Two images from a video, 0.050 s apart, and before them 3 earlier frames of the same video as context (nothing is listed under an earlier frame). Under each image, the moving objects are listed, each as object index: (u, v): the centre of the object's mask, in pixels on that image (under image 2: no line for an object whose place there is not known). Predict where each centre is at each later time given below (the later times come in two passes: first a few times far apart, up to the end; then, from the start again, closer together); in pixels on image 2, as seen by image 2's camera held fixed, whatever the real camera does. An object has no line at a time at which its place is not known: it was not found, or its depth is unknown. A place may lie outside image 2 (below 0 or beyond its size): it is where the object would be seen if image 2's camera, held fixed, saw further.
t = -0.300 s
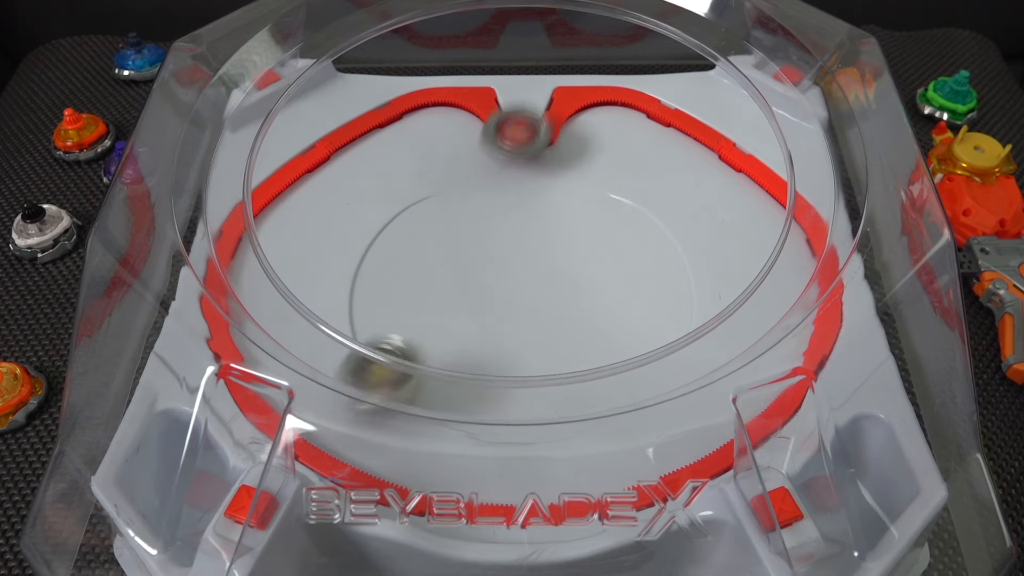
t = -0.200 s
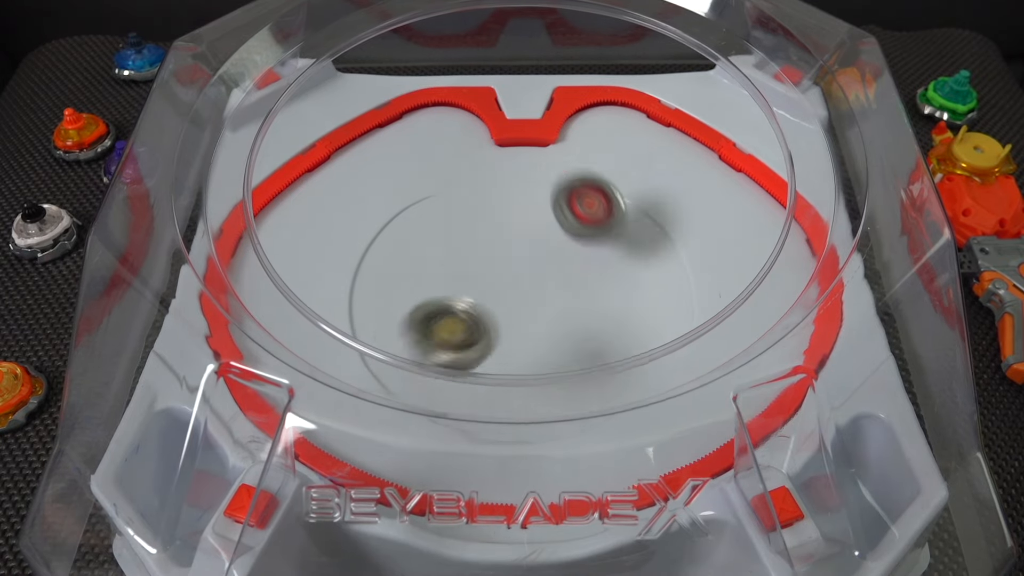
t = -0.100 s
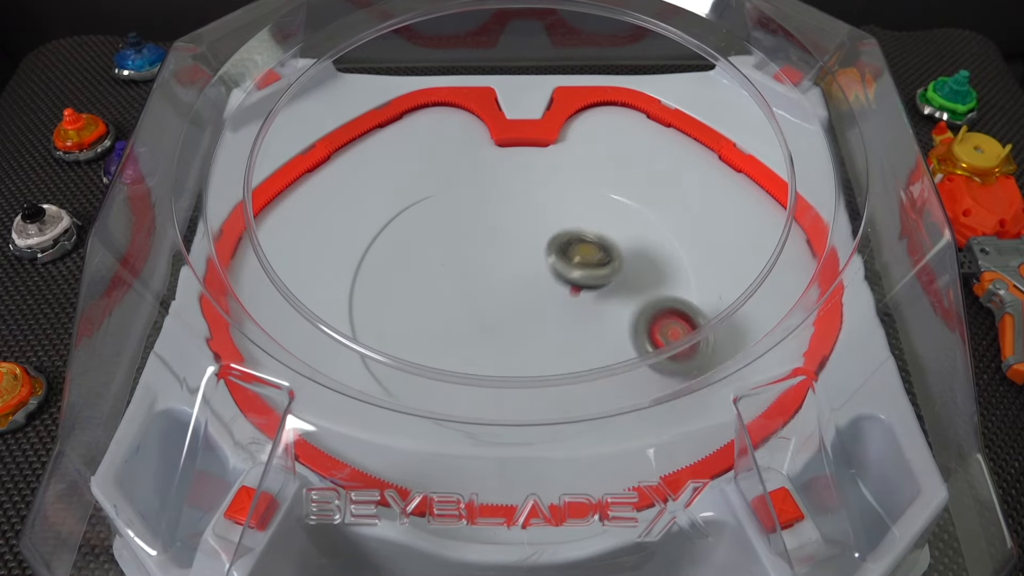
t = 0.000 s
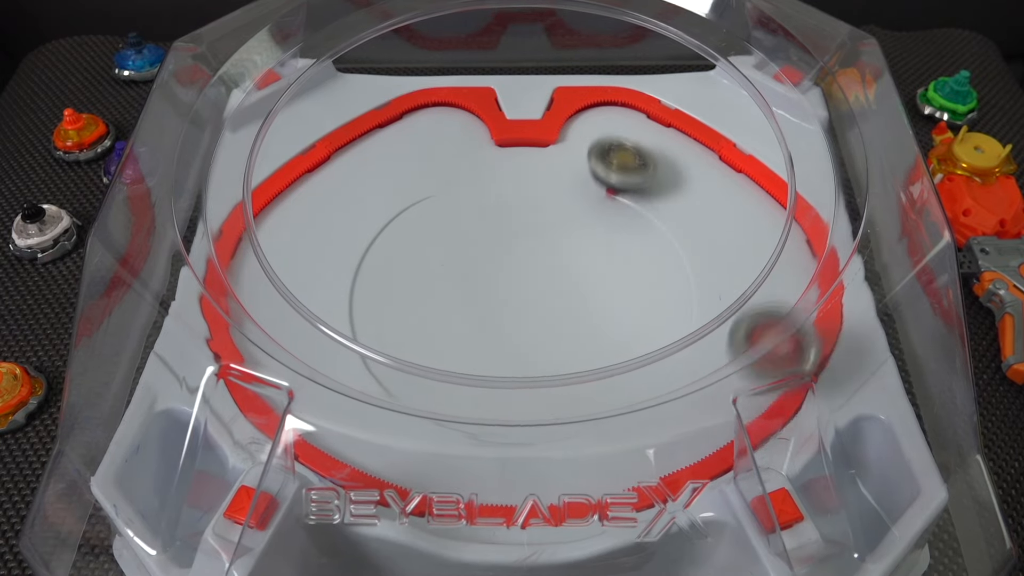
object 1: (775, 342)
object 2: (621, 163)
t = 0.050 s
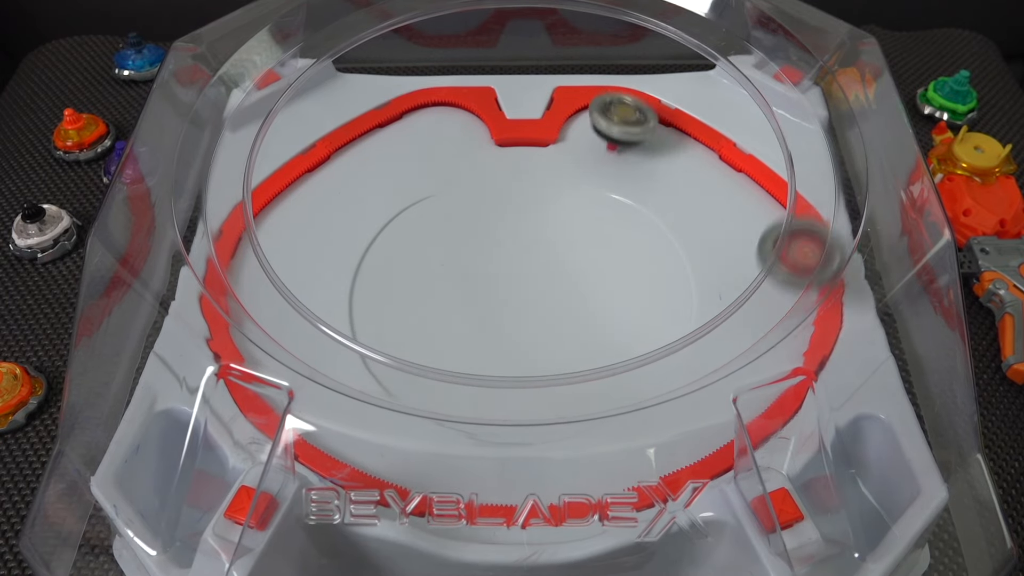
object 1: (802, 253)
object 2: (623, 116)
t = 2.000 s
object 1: (539, 219)
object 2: (424, 257)
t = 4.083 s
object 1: (430, 442)
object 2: (656, 178)
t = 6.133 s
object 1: (445, 108)
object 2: (609, 234)
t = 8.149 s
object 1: (726, 328)
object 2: (593, 147)
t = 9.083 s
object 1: (392, 254)
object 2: (583, 281)
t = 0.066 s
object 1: (809, 231)
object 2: (623, 108)
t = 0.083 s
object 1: (814, 214)
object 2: (622, 96)
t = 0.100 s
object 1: (818, 200)
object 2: (619, 83)
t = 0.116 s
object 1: (823, 183)
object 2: (610, 79)
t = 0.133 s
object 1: (829, 160)
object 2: (596, 87)
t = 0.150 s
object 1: (823, 142)
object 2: (581, 98)
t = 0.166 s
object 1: (809, 124)
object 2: (565, 114)
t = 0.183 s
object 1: (800, 105)
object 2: (548, 133)
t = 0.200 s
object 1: (784, 93)
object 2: (530, 157)
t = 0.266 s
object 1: (698, 59)
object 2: (458, 275)
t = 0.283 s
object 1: (681, 53)
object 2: (444, 292)
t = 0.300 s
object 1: (661, 59)
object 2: (429, 311)
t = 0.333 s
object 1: (631, 65)
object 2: (401, 351)
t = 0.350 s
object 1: (615, 71)
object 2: (393, 362)
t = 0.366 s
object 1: (599, 79)
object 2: (394, 366)
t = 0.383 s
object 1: (583, 90)
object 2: (397, 377)
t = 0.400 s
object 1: (570, 106)
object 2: (396, 392)
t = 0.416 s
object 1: (562, 125)
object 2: (397, 408)
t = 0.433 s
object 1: (553, 150)
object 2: (399, 424)
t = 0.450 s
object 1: (543, 172)
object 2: (403, 428)
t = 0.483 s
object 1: (520, 219)
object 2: (415, 445)
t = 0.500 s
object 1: (509, 242)
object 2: (421, 454)
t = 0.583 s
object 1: (468, 349)
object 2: (468, 458)
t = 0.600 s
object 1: (463, 375)
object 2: (479, 457)
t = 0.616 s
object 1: (461, 382)
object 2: (492, 466)
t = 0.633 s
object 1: (462, 375)
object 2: (531, 466)
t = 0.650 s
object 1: (465, 362)
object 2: (602, 434)
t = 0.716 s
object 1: (478, 325)
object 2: (803, 301)
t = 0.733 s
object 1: (483, 315)
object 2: (826, 266)
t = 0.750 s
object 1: (488, 306)
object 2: (802, 221)
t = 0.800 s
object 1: (508, 283)
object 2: (737, 113)
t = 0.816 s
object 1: (515, 276)
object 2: (728, 75)
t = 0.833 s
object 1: (522, 271)
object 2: (710, 51)
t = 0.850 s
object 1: (529, 266)
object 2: (682, 64)
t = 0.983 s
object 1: (568, 243)
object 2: (501, 204)
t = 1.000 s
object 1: (569, 240)
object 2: (477, 223)
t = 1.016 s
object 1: (569, 239)
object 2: (452, 245)
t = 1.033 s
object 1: (568, 237)
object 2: (429, 265)
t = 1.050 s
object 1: (566, 235)
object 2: (405, 287)
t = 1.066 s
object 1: (563, 234)
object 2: (384, 309)
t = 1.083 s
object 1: (559, 234)
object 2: (365, 329)
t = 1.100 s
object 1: (554, 234)
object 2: (353, 347)
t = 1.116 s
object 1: (548, 235)
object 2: (344, 366)
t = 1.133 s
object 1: (543, 237)
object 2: (334, 389)
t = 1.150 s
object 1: (537, 240)
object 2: (327, 416)
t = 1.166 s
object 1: (533, 244)
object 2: (339, 430)
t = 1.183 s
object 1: (529, 248)
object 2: (388, 421)
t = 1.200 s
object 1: (523, 254)
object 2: (433, 415)
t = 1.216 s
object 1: (519, 260)
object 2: (478, 412)
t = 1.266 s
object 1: (513, 280)
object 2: (612, 414)
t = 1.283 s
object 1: (512, 287)
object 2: (653, 402)
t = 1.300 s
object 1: (513, 295)
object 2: (693, 394)
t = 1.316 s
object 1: (515, 303)
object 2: (732, 386)
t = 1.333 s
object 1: (517, 310)
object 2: (757, 376)
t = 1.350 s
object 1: (520, 317)
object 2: (765, 352)
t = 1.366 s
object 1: (525, 325)
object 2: (772, 325)
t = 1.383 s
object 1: (531, 332)
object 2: (769, 296)
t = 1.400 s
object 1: (538, 338)
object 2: (777, 275)
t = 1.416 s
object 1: (546, 342)
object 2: (783, 252)
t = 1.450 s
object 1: (564, 347)
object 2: (787, 212)
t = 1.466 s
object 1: (573, 348)
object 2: (786, 194)
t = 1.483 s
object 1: (582, 348)
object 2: (752, 173)
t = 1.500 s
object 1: (595, 356)
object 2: (708, 155)
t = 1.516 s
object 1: (606, 356)
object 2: (662, 135)
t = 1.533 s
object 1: (618, 355)
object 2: (621, 118)
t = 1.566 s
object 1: (641, 348)
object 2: (562, 90)
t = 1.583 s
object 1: (652, 343)
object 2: (567, 86)
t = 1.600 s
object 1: (662, 337)
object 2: (572, 85)
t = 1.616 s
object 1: (671, 330)
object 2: (578, 87)
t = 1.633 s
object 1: (673, 316)
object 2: (584, 94)
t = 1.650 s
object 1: (678, 309)
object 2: (589, 105)
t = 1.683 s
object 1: (683, 292)
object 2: (599, 134)
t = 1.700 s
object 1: (683, 281)
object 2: (605, 155)
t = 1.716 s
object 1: (681, 269)
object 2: (611, 178)
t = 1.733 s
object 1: (678, 257)
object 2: (612, 194)
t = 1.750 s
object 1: (673, 243)
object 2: (609, 200)
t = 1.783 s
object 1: (669, 229)
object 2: (592, 190)
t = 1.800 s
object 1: (667, 222)
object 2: (579, 183)
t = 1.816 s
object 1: (663, 219)
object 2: (567, 178)
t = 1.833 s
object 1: (659, 219)
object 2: (553, 177)
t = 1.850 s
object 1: (655, 222)
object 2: (539, 180)
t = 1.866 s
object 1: (648, 222)
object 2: (525, 186)
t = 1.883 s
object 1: (638, 218)
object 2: (512, 195)
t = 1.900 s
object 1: (629, 218)
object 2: (498, 208)
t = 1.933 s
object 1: (604, 218)
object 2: (473, 242)
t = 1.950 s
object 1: (590, 217)
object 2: (461, 259)
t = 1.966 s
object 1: (574, 217)
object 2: (449, 256)
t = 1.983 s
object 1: (557, 218)
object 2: (436, 255)
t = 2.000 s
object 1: (539, 219)
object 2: (424, 257)
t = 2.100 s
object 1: (429, 243)
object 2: (354, 272)
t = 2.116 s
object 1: (426, 245)
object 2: (333, 276)
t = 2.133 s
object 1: (431, 246)
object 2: (306, 285)
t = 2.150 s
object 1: (436, 247)
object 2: (278, 298)
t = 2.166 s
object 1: (441, 249)
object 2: (249, 314)
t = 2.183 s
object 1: (447, 252)
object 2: (253, 319)
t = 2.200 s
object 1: (453, 255)
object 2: (280, 326)
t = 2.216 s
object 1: (458, 259)
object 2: (310, 333)
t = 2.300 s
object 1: (483, 288)
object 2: (450, 349)
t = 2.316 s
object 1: (490, 293)
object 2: (475, 354)
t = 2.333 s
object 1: (504, 286)
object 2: (493, 354)
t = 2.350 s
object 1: (518, 283)
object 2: (511, 355)
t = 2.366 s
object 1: (532, 282)
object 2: (529, 359)
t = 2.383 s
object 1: (546, 284)
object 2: (551, 373)
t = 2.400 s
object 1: (559, 282)
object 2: (573, 382)
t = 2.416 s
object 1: (570, 277)
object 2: (587, 385)
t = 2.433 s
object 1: (582, 274)
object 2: (605, 380)
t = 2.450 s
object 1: (592, 269)
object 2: (619, 376)
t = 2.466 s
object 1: (601, 263)
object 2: (632, 376)
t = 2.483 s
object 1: (610, 258)
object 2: (650, 382)
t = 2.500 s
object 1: (616, 251)
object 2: (666, 382)
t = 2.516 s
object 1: (623, 245)
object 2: (677, 375)
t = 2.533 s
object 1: (627, 238)
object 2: (688, 371)
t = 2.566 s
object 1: (632, 224)
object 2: (707, 366)
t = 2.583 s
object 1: (633, 217)
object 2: (714, 359)
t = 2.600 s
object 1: (632, 210)
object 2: (721, 353)
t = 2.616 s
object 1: (630, 203)
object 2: (718, 340)
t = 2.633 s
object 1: (627, 196)
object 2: (724, 332)
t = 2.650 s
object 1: (623, 189)
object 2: (728, 325)
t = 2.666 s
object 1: (618, 183)
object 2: (732, 318)
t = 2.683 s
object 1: (612, 176)
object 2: (734, 310)
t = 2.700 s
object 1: (605, 170)
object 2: (736, 300)
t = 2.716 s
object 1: (596, 164)
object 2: (734, 290)
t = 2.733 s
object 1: (587, 159)
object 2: (724, 273)
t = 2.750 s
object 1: (577, 153)
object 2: (724, 266)
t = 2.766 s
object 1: (566, 149)
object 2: (725, 255)
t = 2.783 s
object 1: (554, 145)
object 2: (723, 245)
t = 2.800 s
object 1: (542, 141)
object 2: (717, 231)
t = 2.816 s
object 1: (528, 138)
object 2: (711, 219)
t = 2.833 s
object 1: (515, 137)
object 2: (706, 206)
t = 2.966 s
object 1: (403, 165)
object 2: (656, 99)
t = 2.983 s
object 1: (393, 173)
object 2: (645, 84)
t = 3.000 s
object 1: (384, 181)
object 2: (623, 78)
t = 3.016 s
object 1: (376, 190)
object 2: (601, 74)
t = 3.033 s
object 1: (370, 199)
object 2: (579, 74)
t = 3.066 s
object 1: (361, 222)
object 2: (534, 81)
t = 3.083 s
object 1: (358, 235)
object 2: (513, 79)
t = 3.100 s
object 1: (357, 250)
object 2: (491, 80)
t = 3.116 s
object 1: (359, 266)
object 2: (471, 84)
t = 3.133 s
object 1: (363, 282)
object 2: (452, 93)
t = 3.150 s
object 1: (368, 300)
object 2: (432, 97)
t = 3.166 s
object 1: (377, 315)
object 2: (413, 98)
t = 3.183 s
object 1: (386, 334)
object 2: (400, 112)
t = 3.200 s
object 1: (398, 350)
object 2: (391, 123)
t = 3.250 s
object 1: (450, 394)
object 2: (365, 160)
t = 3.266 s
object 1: (472, 406)
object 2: (357, 172)
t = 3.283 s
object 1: (497, 408)
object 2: (351, 185)
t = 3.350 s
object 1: (608, 417)
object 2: (331, 233)
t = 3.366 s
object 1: (634, 413)
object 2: (328, 245)
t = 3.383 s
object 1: (663, 410)
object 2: (327, 256)
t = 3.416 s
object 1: (716, 396)
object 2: (327, 278)
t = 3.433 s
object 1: (741, 388)
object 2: (331, 287)
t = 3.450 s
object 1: (764, 378)
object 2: (335, 297)
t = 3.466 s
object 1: (781, 335)
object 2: (339, 307)
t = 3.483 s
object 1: (793, 293)
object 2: (346, 316)
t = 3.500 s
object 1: (803, 259)
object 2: (355, 325)
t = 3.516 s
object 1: (806, 220)
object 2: (363, 333)
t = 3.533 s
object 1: (790, 184)
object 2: (373, 343)
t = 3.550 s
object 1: (767, 152)
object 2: (388, 348)
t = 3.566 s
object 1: (742, 127)
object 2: (404, 355)
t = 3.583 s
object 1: (723, 100)
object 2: (421, 358)
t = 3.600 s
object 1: (708, 73)
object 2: (442, 363)
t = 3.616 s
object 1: (693, 51)
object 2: (462, 369)
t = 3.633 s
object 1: (671, 60)
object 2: (484, 369)
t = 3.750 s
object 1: (545, 162)
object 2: (653, 341)
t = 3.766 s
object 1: (527, 179)
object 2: (677, 336)
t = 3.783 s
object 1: (509, 195)
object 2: (692, 320)
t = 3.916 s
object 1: (398, 329)
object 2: (791, 244)
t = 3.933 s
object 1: (388, 350)
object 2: (807, 237)
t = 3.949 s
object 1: (384, 365)
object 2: (813, 227)
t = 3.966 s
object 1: (384, 376)
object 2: (796, 217)
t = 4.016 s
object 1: (386, 432)
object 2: (731, 203)
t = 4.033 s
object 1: (387, 447)
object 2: (711, 193)
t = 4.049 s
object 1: (397, 451)
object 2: (691, 183)
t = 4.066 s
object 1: (414, 446)
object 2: (674, 181)
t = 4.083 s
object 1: (430, 442)
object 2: (656, 178)
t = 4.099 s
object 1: (448, 441)
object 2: (638, 171)
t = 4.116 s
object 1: (465, 443)
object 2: (621, 168)
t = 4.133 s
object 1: (482, 443)
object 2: (603, 164)
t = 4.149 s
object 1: (495, 435)
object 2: (587, 160)
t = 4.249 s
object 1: (572, 410)
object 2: (499, 156)
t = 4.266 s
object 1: (582, 404)
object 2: (486, 160)
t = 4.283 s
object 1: (591, 397)
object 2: (473, 164)
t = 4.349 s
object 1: (613, 375)
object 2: (435, 192)
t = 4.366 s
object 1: (617, 372)
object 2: (427, 203)
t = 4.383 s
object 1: (618, 364)
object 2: (420, 215)
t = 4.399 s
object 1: (617, 358)
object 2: (415, 228)
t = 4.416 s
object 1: (613, 345)
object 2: (410, 242)
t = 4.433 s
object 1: (611, 341)
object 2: (406, 256)
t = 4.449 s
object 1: (606, 338)
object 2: (404, 273)
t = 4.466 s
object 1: (600, 334)
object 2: (404, 289)
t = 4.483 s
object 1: (592, 328)
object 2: (406, 306)
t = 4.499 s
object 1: (584, 322)
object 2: (409, 323)
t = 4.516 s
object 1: (573, 316)
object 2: (415, 337)
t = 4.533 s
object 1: (563, 311)
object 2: (417, 359)
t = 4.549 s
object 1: (551, 305)
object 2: (426, 374)
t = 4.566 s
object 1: (539, 300)
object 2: (437, 392)
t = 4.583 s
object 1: (527, 295)
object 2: (451, 405)
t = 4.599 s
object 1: (514, 290)
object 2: (466, 410)
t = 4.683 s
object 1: (450, 271)
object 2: (544, 445)
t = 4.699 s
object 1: (437, 269)
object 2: (558, 457)
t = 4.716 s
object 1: (425, 267)
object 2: (575, 460)
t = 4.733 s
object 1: (414, 265)
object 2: (590, 461)
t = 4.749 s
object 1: (403, 264)
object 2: (606, 449)
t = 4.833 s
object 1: (351, 267)
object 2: (672, 355)
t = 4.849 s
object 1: (347, 266)
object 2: (684, 341)
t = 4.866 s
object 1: (344, 269)
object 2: (690, 324)
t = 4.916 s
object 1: (337, 281)
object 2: (710, 280)
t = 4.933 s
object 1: (334, 285)
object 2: (714, 268)
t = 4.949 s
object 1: (331, 286)
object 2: (718, 253)
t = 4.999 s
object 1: (317, 294)
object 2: (723, 221)
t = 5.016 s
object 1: (312, 296)
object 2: (723, 212)
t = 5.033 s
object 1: (306, 297)
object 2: (721, 204)
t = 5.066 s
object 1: (293, 298)
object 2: (715, 190)
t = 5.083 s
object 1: (287, 299)
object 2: (712, 183)
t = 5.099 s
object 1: (281, 298)
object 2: (706, 178)
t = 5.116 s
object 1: (272, 297)
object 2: (700, 173)
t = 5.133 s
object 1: (266, 297)
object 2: (692, 170)
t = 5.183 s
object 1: (238, 294)
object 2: (663, 162)
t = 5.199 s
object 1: (233, 292)
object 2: (652, 161)
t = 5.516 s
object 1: (482, 299)
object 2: (324, 246)
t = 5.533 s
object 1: (492, 295)
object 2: (312, 257)
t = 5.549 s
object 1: (501, 290)
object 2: (302, 264)
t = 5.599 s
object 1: (524, 272)
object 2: (259, 291)
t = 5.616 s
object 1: (531, 266)
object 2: (246, 300)
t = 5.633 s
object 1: (537, 259)
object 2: (236, 306)
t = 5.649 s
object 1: (542, 252)
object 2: (246, 315)
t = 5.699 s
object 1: (551, 230)
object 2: (310, 342)
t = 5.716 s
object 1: (553, 223)
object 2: (331, 348)
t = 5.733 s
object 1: (554, 216)
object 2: (351, 356)
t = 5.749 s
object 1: (554, 209)
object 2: (369, 362)
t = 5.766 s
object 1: (554, 203)
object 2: (390, 368)
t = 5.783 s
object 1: (553, 196)
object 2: (409, 373)
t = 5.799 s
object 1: (551, 190)
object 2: (431, 379)
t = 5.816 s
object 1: (548, 184)
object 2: (451, 384)
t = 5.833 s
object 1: (545, 179)
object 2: (470, 385)
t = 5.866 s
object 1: (537, 168)
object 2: (510, 385)
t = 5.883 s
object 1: (532, 164)
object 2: (528, 384)
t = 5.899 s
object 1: (527, 159)
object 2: (545, 380)
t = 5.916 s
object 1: (521, 155)
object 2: (560, 374)
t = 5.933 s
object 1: (516, 150)
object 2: (573, 367)
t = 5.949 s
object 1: (510, 147)
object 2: (586, 357)
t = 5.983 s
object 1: (498, 140)
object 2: (604, 337)
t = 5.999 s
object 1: (491, 136)
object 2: (612, 328)
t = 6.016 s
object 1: (485, 133)
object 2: (616, 317)
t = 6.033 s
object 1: (479, 130)
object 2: (620, 306)
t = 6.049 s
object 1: (473, 126)
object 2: (622, 294)
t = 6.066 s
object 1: (467, 123)
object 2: (622, 282)
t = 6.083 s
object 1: (462, 120)
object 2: (621, 270)
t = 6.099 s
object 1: (456, 116)
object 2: (618, 259)
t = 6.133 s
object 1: (445, 108)
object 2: (609, 234)
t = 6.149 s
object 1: (441, 105)
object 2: (602, 223)
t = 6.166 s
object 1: (437, 101)
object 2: (592, 211)
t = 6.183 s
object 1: (432, 97)
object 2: (583, 201)
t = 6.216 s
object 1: (425, 89)
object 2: (561, 181)
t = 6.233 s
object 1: (415, 94)
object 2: (549, 173)
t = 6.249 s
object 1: (399, 121)
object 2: (538, 166)
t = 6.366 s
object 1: (287, 332)
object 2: (451, 127)
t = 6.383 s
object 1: (266, 371)
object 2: (439, 124)
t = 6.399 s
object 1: (292, 386)
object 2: (431, 121)
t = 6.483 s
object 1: (607, 458)
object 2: (405, 116)
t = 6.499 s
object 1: (661, 449)
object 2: (403, 115)
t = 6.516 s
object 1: (702, 425)
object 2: (400, 115)
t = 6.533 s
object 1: (740, 393)
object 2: (399, 116)
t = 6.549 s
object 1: (775, 367)
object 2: (398, 117)
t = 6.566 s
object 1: (800, 332)
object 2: (397, 118)
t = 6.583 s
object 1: (814, 296)
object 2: (396, 119)
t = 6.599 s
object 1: (819, 264)
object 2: (394, 121)
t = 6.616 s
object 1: (810, 230)
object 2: (393, 122)
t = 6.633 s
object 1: (794, 201)
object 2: (392, 123)
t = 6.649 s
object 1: (759, 175)
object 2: (390, 125)
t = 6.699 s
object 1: (665, 110)
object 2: (388, 129)
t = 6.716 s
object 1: (632, 93)
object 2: (388, 131)
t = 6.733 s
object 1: (600, 89)
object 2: (387, 132)
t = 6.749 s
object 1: (574, 110)
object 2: (388, 133)
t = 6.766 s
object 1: (567, 141)
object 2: (389, 134)
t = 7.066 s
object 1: (491, 502)
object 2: (425, 183)
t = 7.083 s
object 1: (491, 510)
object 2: (429, 189)
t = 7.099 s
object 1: (494, 514)
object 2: (431, 198)
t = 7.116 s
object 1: (496, 517)
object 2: (436, 207)
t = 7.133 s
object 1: (501, 512)
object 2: (439, 216)
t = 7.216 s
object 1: (525, 482)
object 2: (468, 267)
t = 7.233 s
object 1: (530, 474)
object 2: (477, 278)
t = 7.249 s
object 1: (538, 469)
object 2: (488, 288)
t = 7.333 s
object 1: (582, 415)
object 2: (555, 323)
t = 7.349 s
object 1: (590, 404)
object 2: (570, 327)
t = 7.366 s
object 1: (598, 394)
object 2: (586, 328)
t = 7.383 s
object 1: (604, 399)
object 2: (604, 318)
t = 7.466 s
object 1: (636, 436)
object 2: (670, 237)
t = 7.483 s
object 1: (646, 444)
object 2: (676, 222)
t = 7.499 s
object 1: (654, 445)
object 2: (674, 212)
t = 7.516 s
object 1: (664, 446)
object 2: (670, 204)
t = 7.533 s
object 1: (680, 430)
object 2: (666, 196)
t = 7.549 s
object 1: (695, 394)
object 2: (663, 189)
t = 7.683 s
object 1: (776, 215)
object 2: (654, 151)
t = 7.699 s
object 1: (783, 196)
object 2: (654, 148)
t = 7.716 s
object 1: (767, 179)
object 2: (654, 147)
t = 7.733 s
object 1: (741, 169)
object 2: (654, 145)
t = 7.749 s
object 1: (724, 169)
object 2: (645, 139)
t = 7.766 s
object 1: (728, 175)
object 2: (619, 124)
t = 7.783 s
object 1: (732, 181)
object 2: (591, 106)
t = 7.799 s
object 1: (736, 189)
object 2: (572, 93)
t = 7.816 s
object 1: (741, 195)
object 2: (574, 86)
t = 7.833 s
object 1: (746, 204)
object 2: (578, 81)
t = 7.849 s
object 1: (749, 212)
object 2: (581, 79)
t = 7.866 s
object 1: (751, 221)
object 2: (585, 80)
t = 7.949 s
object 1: (777, 269)
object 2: (601, 101)
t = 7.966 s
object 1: (781, 280)
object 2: (603, 104)
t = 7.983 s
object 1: (784, 288)
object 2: (604, 106)
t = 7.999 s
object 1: (789, 299)
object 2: (605, 111)
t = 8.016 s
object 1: (793, 310)
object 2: (605, 113)
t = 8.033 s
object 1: (796, 319)
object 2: (606, 118)
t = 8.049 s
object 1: (788, 319)
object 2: (605, 122)
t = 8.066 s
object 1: (776, 321)
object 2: (604, 126)
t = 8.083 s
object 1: (757, 317)
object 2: (603, 132)
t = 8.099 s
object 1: (753, 321)
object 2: (601, 136)
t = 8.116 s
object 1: (746, 325)
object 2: (600, 139)
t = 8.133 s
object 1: (735, 324)
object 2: (596, 143)
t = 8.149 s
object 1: (726, 328)
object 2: (593, 147)
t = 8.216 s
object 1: (692, 343)
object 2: (578, 166)
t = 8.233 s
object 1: (682, 348)
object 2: (573, 171)
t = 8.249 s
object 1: (670, 347)
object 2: (568, 175)
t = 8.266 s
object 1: (664, 356)
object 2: (563, 182)
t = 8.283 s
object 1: (654, 362)
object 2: (557, 187)
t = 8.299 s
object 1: (644, 365)
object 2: (552, 193)
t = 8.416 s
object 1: (569, 389)
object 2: (518, 234)
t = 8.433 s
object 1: (559, 390)
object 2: (513, 239)
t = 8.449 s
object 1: (548, 391)
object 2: (511, 245)
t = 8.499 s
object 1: (517, 393)
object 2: (505, 260)
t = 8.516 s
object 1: (507, 394)
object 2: (505, 264)
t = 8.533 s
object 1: (497, 394)
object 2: (506, 268)
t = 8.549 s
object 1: (487, 394)
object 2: (507, 272)
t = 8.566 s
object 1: (478, 394)
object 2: (509, 275)
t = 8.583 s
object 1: (469, 393)
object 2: (512, 278)
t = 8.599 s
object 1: (462, 391)
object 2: (516, 280)
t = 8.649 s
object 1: (443, 382)
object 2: (529, 286)
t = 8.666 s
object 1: (438, 373)
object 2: (535, 287)
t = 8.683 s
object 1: (433, 367)
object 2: (539, 288)
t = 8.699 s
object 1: (429, 360)
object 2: (544, 289)
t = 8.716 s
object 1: (429, 350)
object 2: (550, 289)
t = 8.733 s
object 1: (423, 347)
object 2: (554, 289)
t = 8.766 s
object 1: (414, 340)
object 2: (564, 289)
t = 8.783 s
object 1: (409, 338)
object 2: (569, 289)
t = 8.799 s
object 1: (405, 334)
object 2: (572, 288)
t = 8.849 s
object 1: (396, 321)
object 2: (581, 286)
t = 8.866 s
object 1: (393, 316)
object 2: (583, 285)
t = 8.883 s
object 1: (392, 312)
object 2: (586, 285)
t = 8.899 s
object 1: (390, 306)
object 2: (586, 284)
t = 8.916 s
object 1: (389, 302)
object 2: (588, 284)
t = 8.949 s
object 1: (388, 292)
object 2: (588, 283)
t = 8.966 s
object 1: (387, 288)
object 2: (588, 282)
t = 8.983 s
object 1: (387, 283)
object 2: (588, 282)
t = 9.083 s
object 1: (392, 254)
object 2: (583, 281)
